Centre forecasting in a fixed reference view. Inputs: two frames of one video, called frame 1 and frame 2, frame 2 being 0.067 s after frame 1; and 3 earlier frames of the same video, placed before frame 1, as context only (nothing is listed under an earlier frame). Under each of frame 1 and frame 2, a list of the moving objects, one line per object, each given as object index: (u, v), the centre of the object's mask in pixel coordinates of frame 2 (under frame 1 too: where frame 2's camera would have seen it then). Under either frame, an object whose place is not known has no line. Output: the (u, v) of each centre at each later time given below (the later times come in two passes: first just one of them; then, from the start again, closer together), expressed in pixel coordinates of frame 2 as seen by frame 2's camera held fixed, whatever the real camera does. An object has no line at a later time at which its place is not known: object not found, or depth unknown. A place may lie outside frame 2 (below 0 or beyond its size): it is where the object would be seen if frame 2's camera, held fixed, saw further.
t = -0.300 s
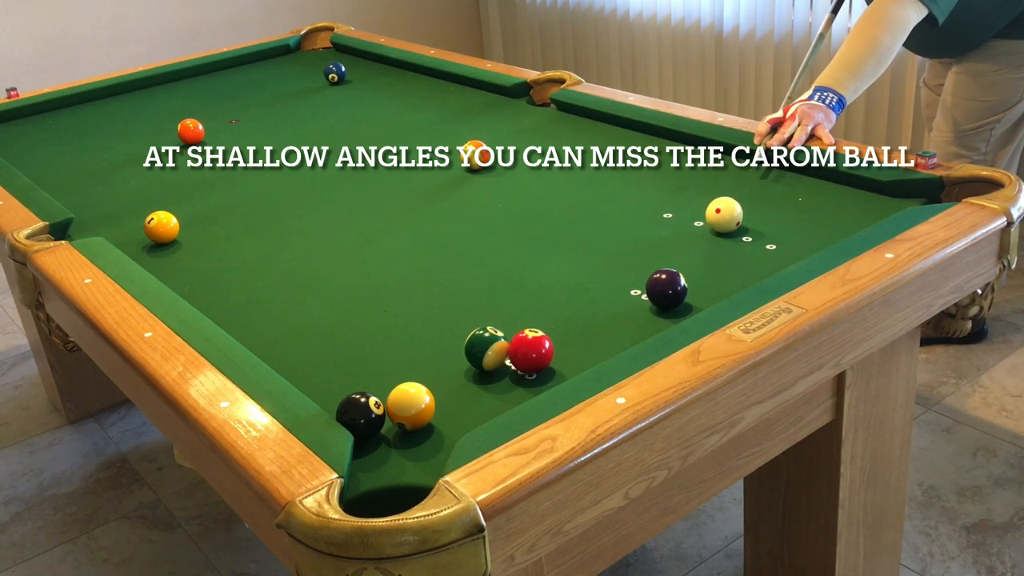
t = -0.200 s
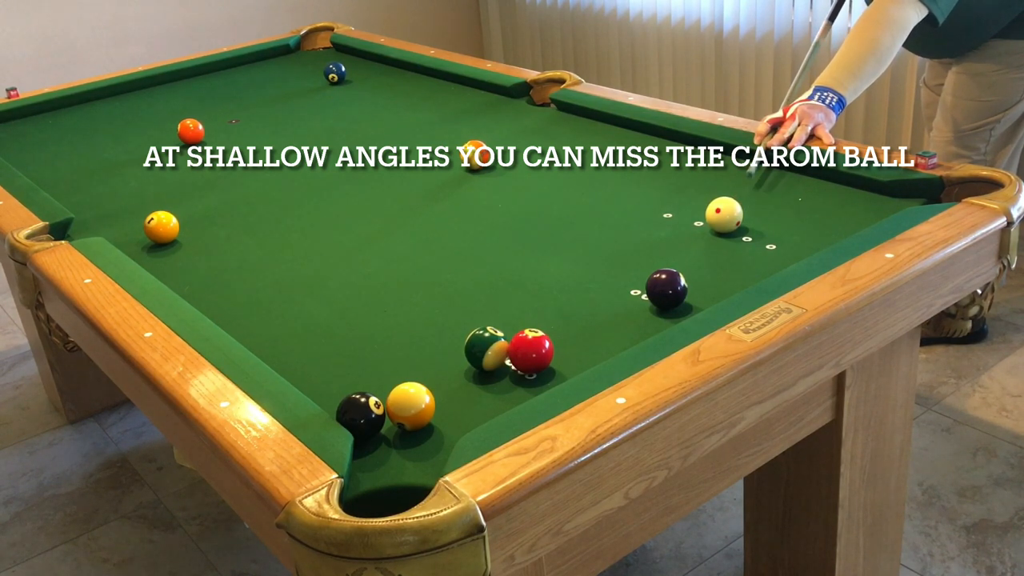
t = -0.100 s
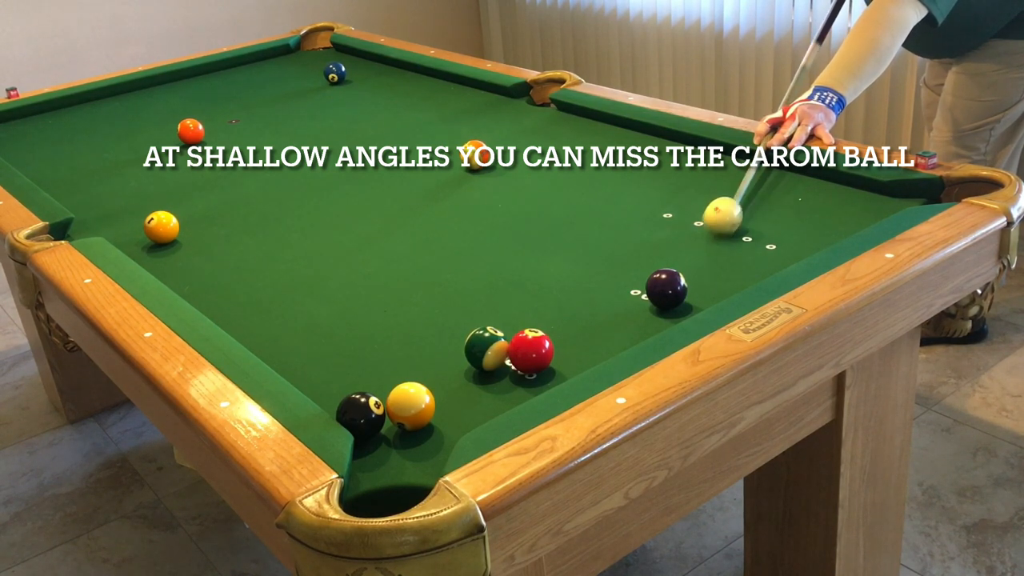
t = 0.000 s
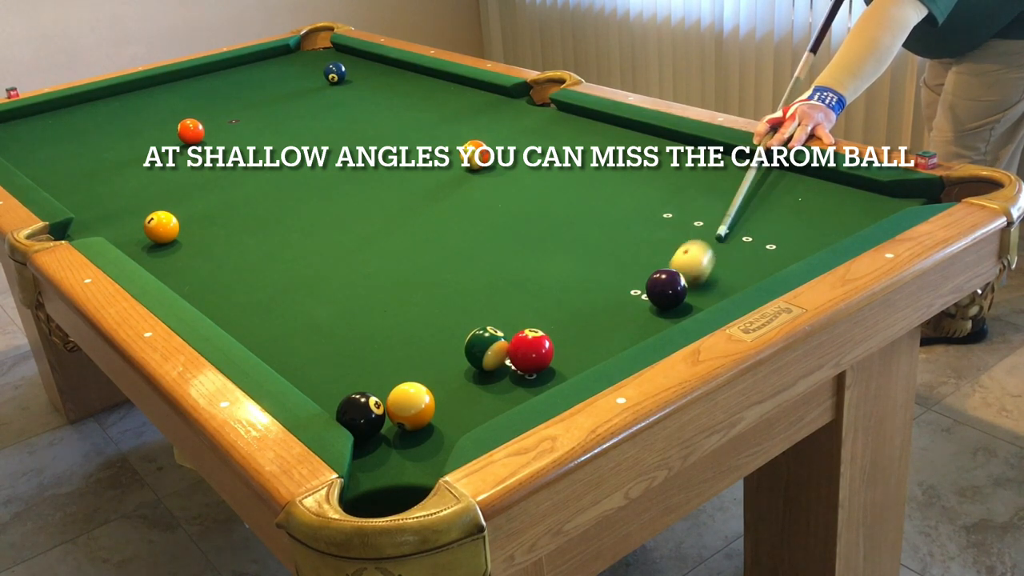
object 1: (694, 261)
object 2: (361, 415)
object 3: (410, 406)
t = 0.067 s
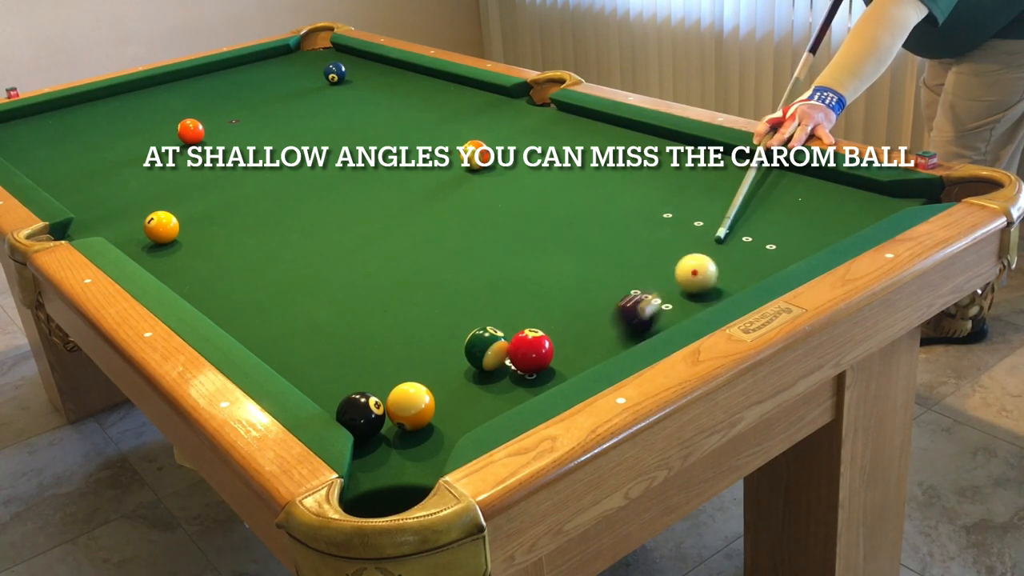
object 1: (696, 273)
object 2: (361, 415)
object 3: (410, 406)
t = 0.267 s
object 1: (727, 273)
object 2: (361, 415)
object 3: (410, 406)
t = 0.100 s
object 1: (701, 273)
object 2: (361, 415)
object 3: (410, 406)
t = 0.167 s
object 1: (712, 273)
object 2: (361, 415)
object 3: (410, 406)
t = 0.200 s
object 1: (717, 273)
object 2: (361, 415)
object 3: (410, 406)
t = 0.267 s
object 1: (727, 273)
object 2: (361, 415)
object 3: (410, 406)
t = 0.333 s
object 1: (737, 272)
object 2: (360, 415)
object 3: (409, 405)
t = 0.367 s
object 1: (741, 272)
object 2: (360, 411)
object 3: (412, 399)
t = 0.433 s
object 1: (750, 270)
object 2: (359, 404)
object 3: (424, 392)
